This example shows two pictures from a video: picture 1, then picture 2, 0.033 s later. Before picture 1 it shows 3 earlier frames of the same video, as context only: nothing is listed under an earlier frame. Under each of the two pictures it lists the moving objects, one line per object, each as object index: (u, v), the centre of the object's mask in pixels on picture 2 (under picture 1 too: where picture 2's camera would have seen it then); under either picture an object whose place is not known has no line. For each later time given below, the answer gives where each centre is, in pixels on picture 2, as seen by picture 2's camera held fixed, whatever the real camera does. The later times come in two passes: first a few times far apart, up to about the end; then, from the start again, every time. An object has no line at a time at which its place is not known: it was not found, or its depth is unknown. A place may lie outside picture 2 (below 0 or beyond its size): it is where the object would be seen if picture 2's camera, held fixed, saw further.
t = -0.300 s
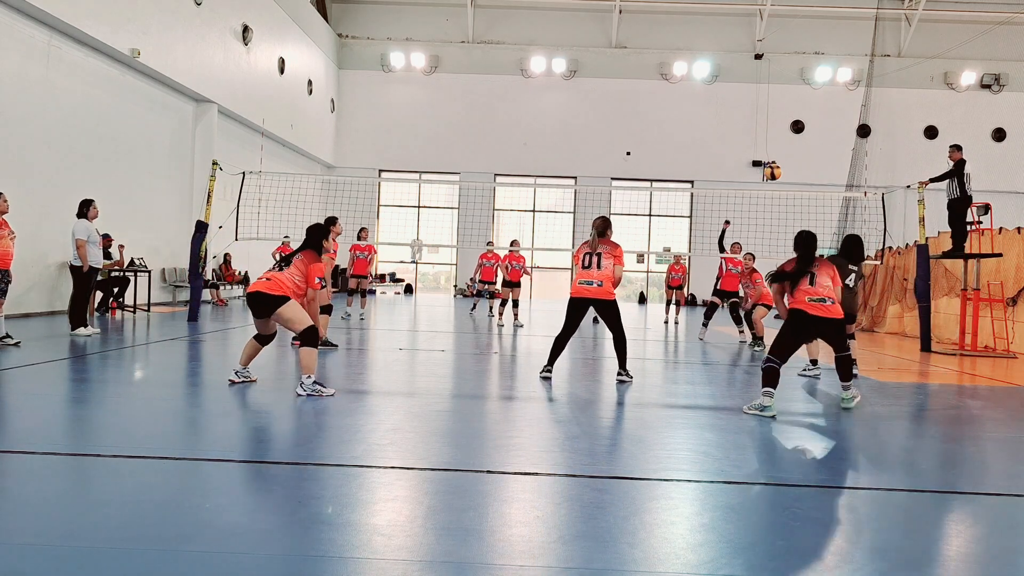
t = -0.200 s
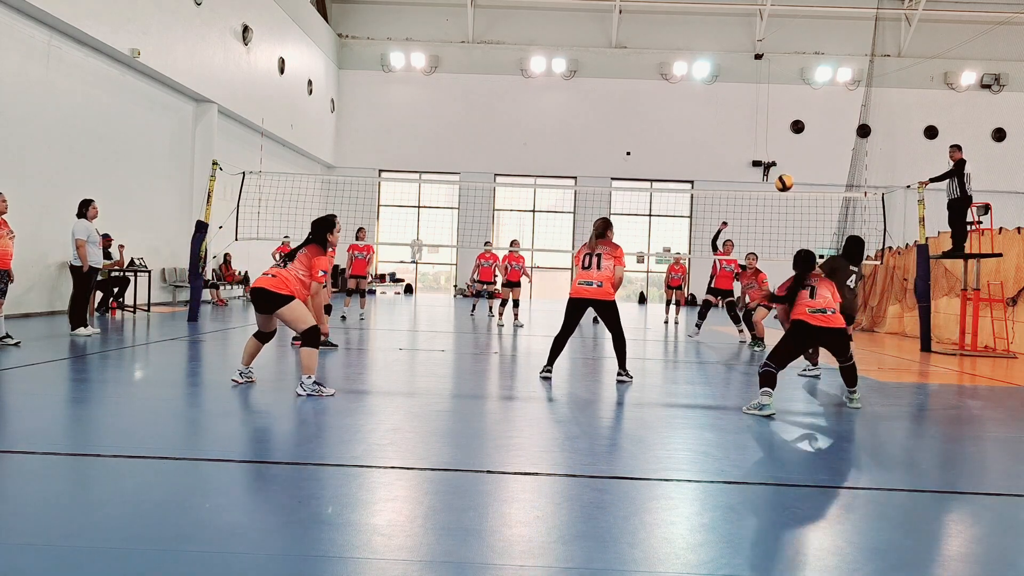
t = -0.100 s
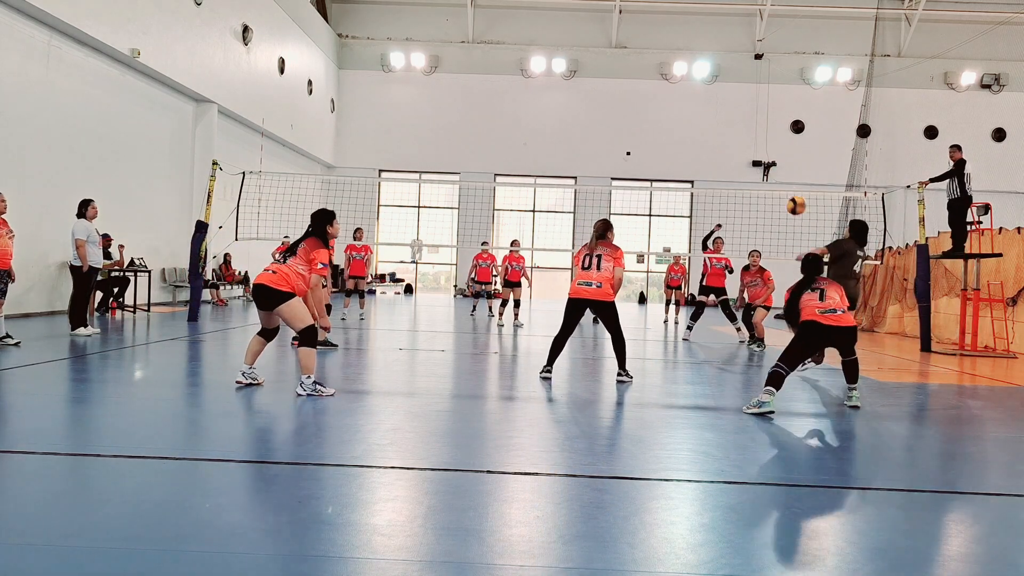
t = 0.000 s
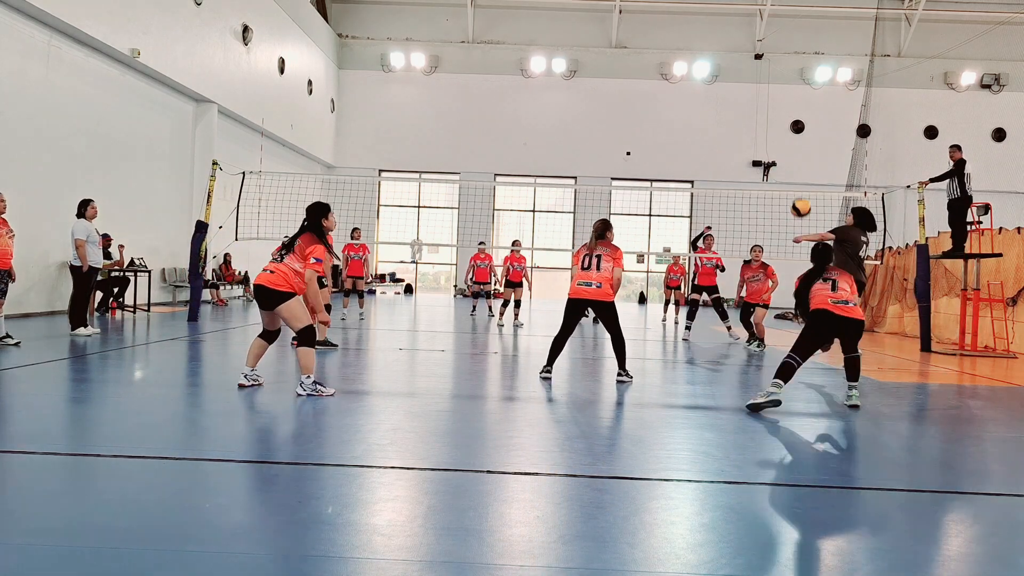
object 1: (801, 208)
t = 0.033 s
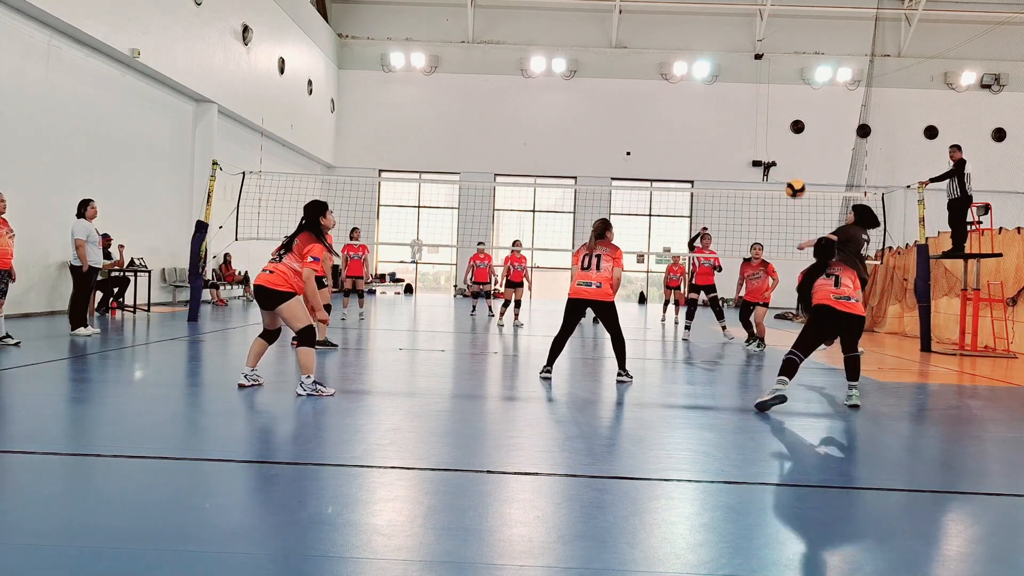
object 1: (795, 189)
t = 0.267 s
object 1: (759, 78)
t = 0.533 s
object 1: (714, 15)
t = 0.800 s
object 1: (665, 23)
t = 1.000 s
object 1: (625, 78)
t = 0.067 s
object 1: (790, 170)
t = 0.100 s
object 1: (786, 152)
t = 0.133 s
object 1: (780, 135)
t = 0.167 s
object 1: (775, 119)
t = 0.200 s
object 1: (770, 105)
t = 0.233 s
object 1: (764, 91)
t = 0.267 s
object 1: (759, 78)
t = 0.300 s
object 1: (754, 67)
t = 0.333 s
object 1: (749, 56)
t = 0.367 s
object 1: (742, 46)
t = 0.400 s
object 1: (737, 38)
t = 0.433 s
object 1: (732, 31)
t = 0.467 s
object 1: (726, 24)
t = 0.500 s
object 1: (720, 19)
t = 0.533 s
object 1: (714, 15)
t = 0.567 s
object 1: (708, 12)
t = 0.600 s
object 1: (702, 10)
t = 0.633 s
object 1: (696, 10)
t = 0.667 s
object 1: (690, 10)
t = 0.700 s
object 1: (684, 11)
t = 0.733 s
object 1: (677, 13)
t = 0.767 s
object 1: (671, 18)
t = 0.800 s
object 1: (665, 23)
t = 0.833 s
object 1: (658, 28)
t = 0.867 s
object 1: (651, 36)
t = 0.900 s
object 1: (645, 45)
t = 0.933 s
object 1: (639, 55)
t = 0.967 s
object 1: (631, 66)
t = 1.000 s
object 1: (625, 78)
